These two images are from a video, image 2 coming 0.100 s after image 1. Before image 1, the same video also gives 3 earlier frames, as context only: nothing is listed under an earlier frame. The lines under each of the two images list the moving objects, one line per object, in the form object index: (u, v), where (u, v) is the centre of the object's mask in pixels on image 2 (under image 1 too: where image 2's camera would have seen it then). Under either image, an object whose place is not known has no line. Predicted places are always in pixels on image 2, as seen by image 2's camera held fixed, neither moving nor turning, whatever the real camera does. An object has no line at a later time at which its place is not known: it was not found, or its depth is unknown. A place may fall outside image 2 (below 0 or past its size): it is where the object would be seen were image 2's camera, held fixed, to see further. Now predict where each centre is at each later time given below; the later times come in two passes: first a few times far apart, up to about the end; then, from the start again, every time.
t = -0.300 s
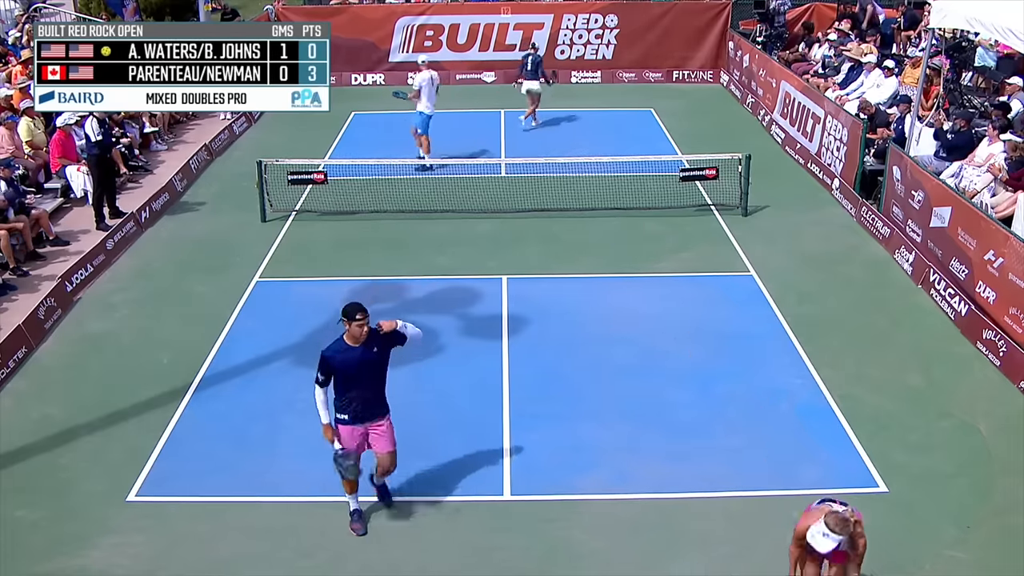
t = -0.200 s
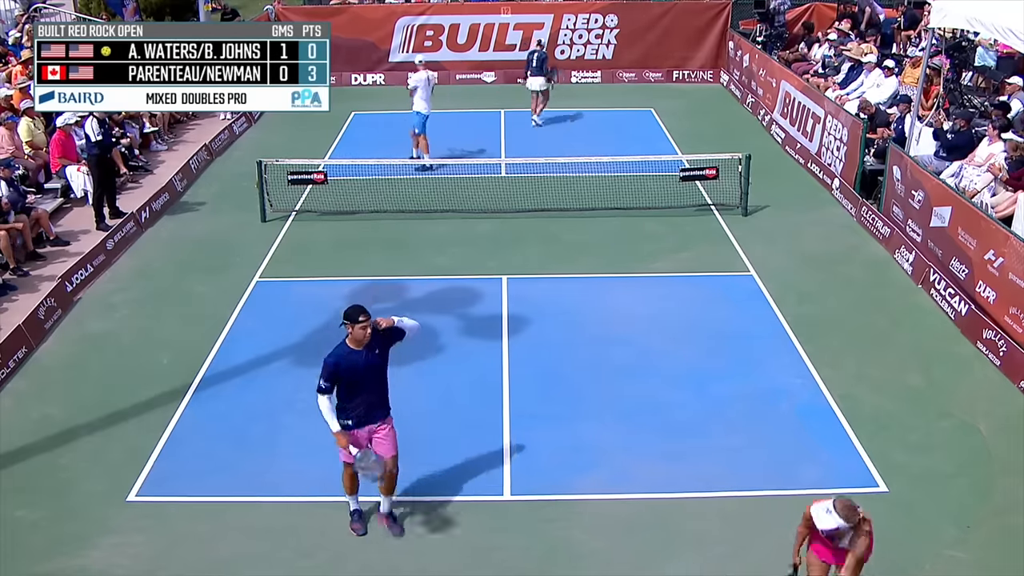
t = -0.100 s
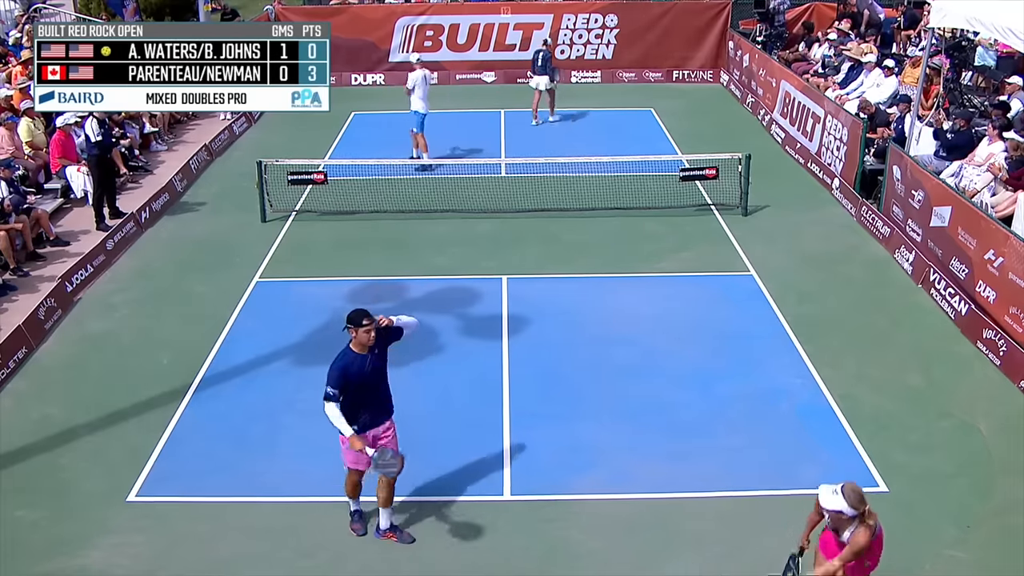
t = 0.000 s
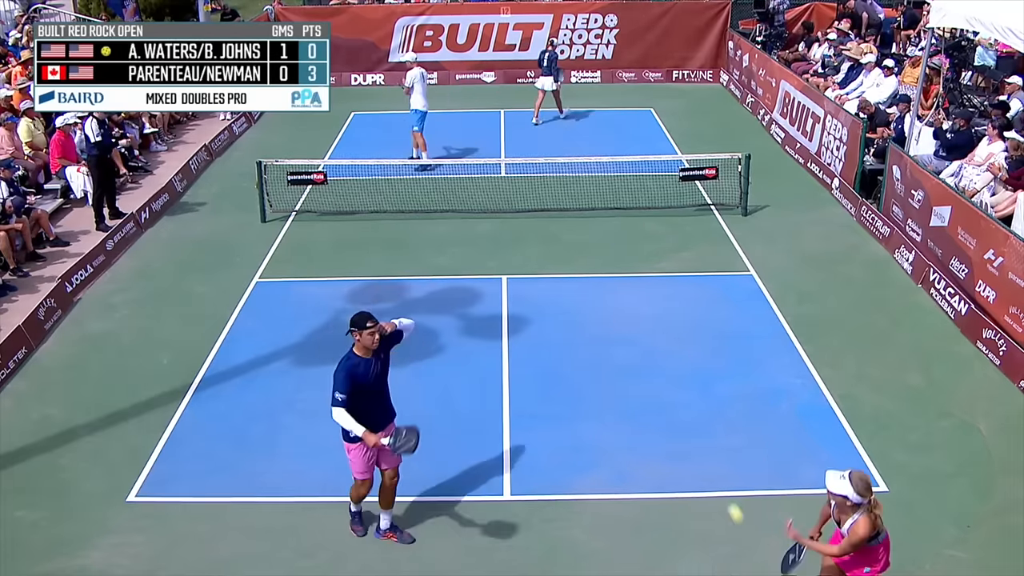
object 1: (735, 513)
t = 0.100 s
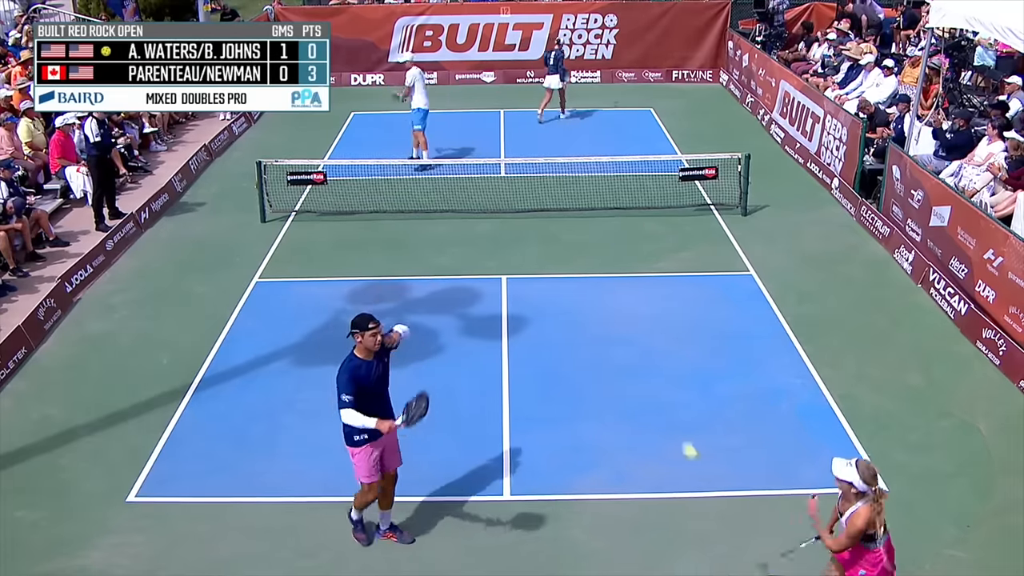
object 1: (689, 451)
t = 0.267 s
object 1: (612, 382)
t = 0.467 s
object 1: (526, 360)
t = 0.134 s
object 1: (673, 433)
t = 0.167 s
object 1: (658, 417)
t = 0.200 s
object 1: (642, 404)
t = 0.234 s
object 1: (627, 391)
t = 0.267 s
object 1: (612, 382)
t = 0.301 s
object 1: (597, 374)
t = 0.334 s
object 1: (582, 367)
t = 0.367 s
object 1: (568, 363)
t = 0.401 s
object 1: (554, 360)
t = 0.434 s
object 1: (540, 359)
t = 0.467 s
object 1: (526, 360)
